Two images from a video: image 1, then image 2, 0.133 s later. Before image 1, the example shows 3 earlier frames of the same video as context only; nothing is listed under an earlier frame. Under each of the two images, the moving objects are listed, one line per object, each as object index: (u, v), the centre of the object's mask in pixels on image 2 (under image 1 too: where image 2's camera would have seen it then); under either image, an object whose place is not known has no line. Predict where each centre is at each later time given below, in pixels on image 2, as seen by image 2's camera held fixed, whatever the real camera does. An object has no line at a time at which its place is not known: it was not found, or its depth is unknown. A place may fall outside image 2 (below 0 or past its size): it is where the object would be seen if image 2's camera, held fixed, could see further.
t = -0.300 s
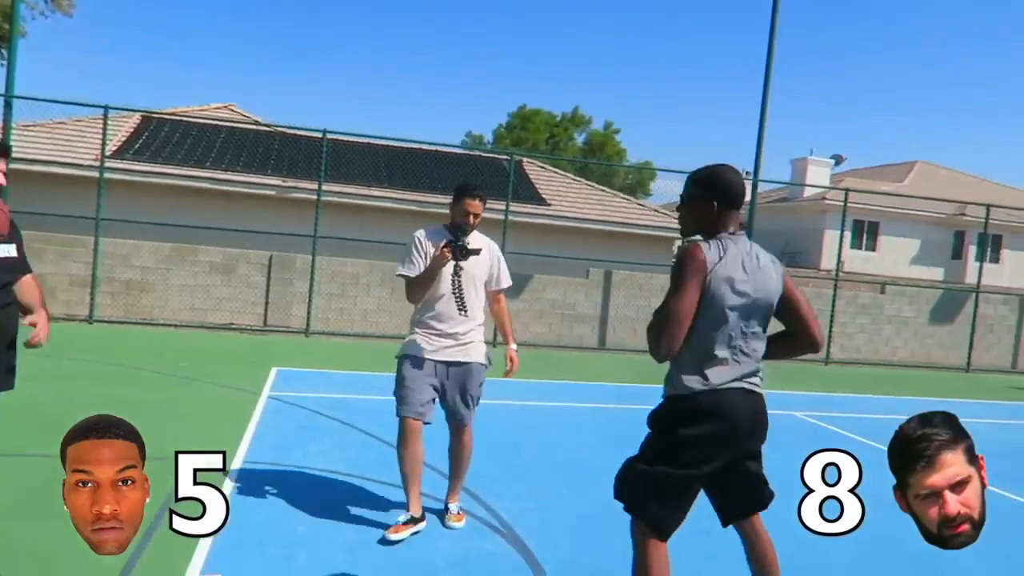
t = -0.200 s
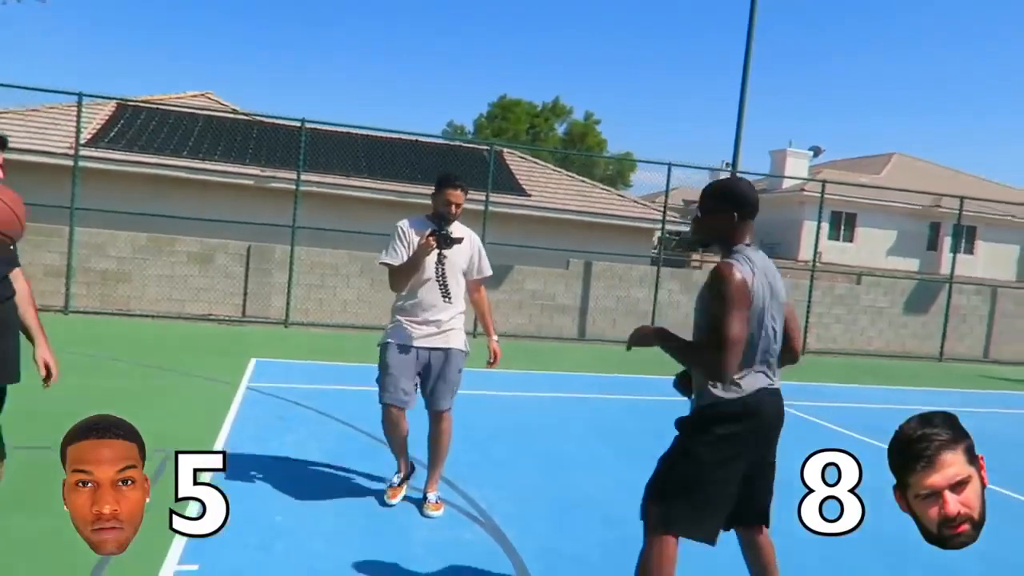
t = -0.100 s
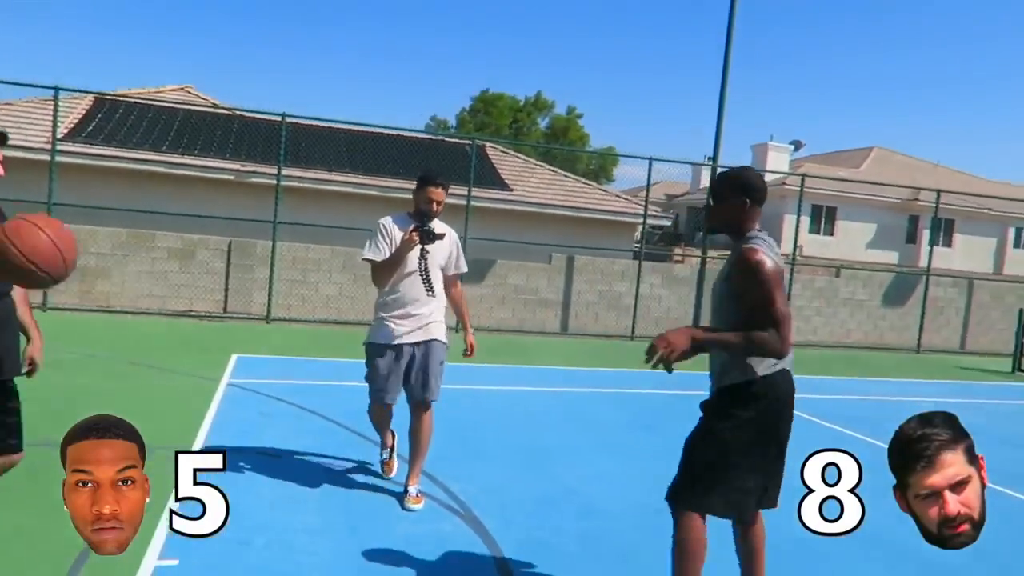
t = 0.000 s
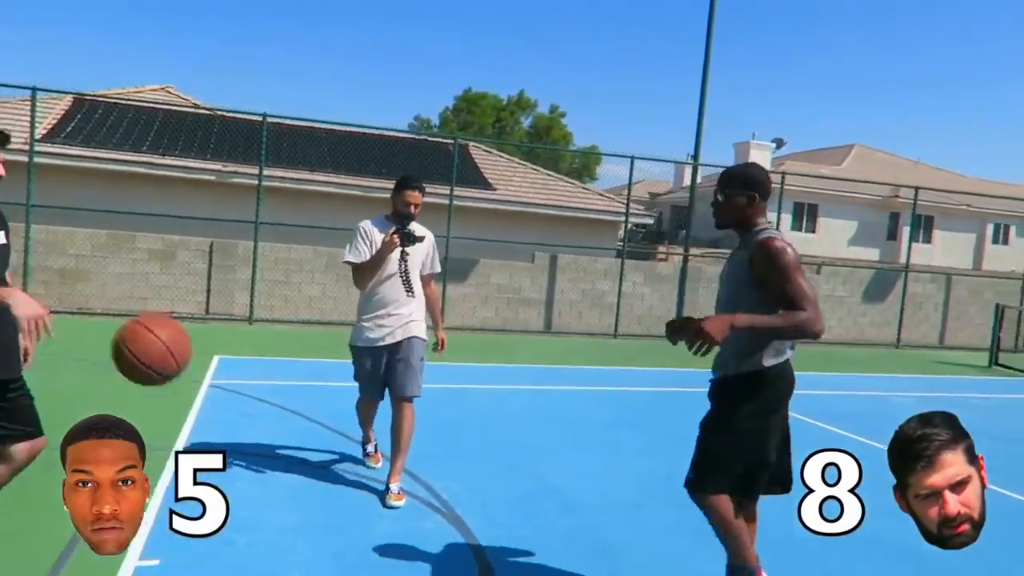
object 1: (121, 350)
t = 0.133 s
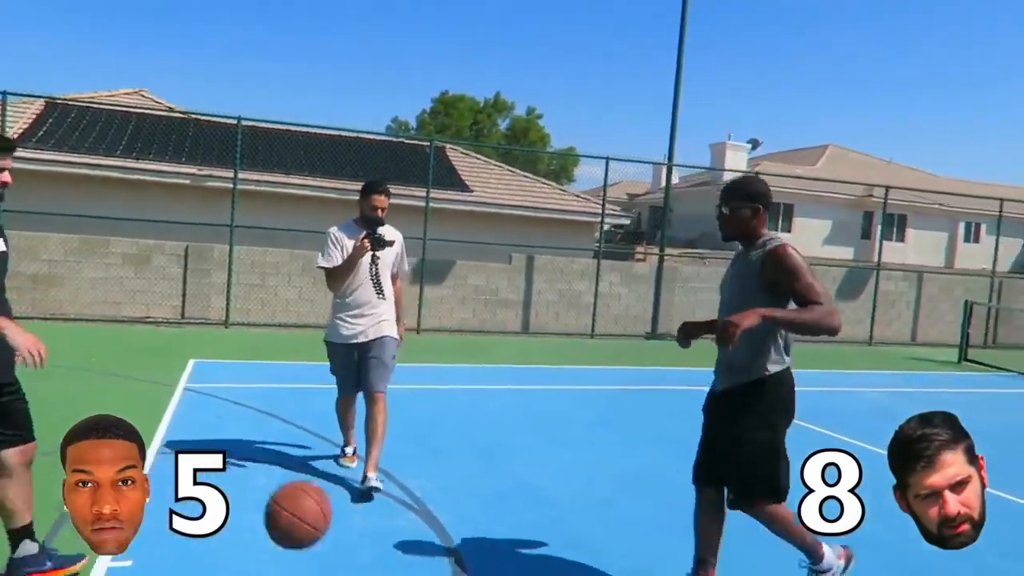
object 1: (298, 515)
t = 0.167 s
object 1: (341, 557)
